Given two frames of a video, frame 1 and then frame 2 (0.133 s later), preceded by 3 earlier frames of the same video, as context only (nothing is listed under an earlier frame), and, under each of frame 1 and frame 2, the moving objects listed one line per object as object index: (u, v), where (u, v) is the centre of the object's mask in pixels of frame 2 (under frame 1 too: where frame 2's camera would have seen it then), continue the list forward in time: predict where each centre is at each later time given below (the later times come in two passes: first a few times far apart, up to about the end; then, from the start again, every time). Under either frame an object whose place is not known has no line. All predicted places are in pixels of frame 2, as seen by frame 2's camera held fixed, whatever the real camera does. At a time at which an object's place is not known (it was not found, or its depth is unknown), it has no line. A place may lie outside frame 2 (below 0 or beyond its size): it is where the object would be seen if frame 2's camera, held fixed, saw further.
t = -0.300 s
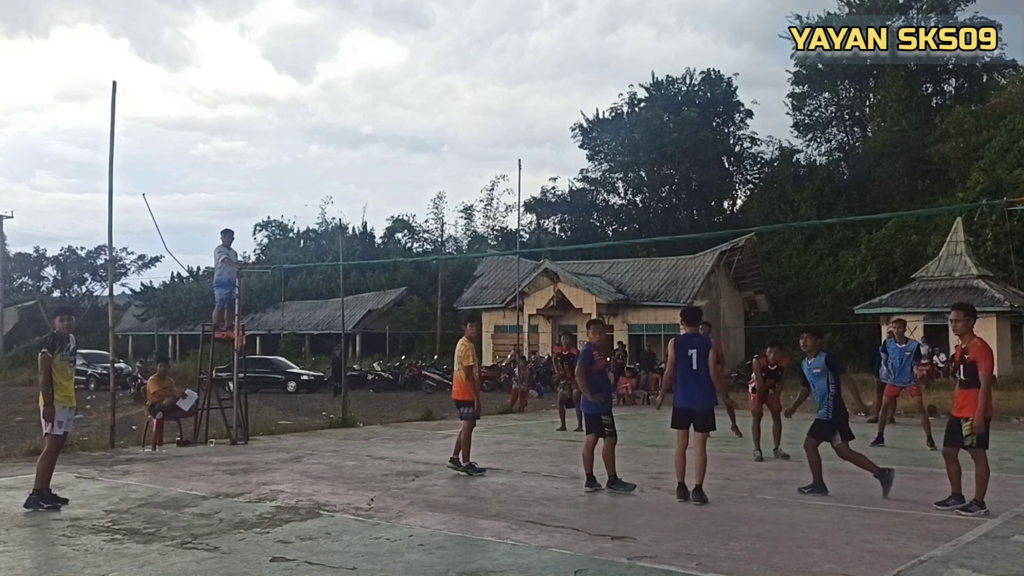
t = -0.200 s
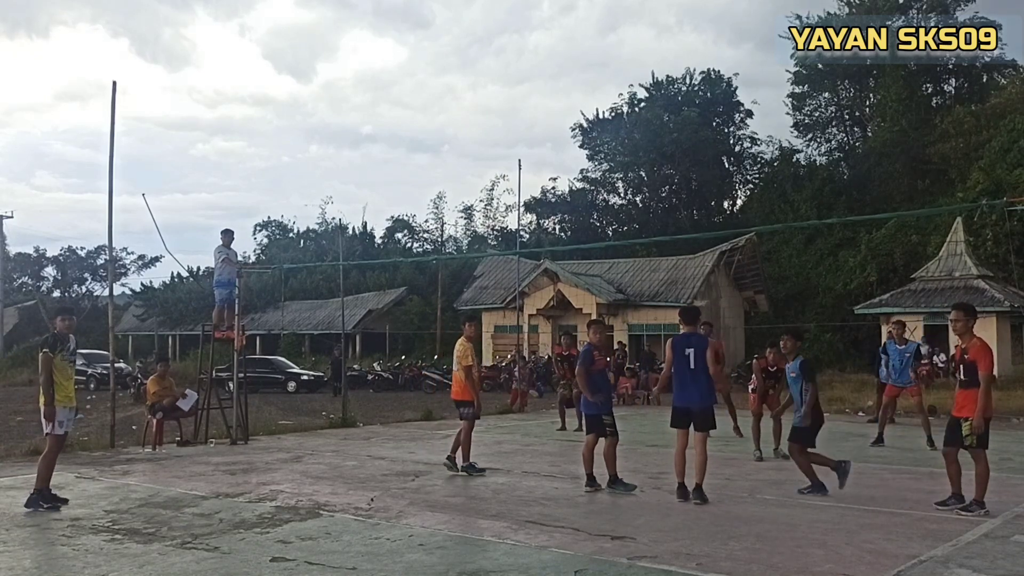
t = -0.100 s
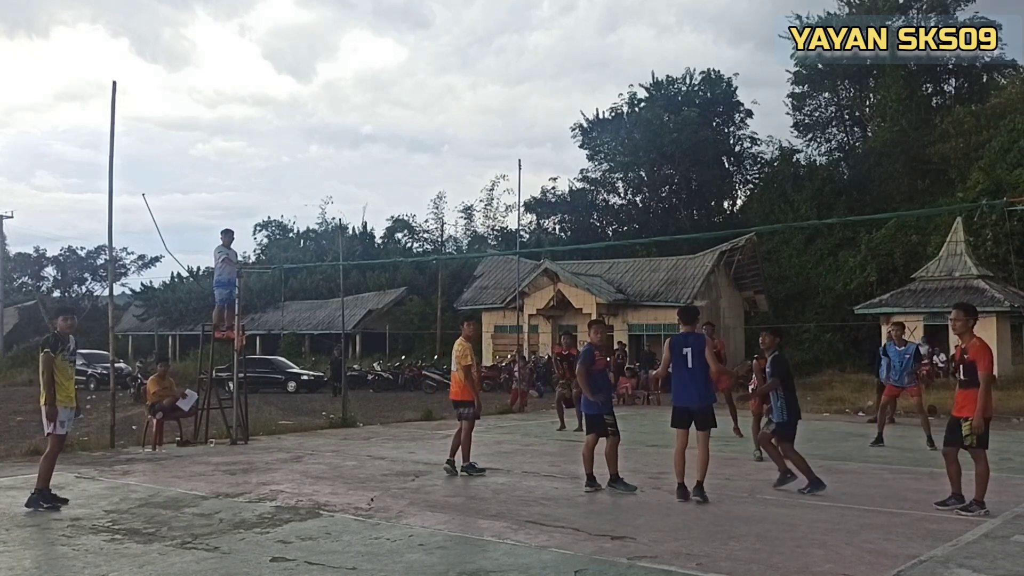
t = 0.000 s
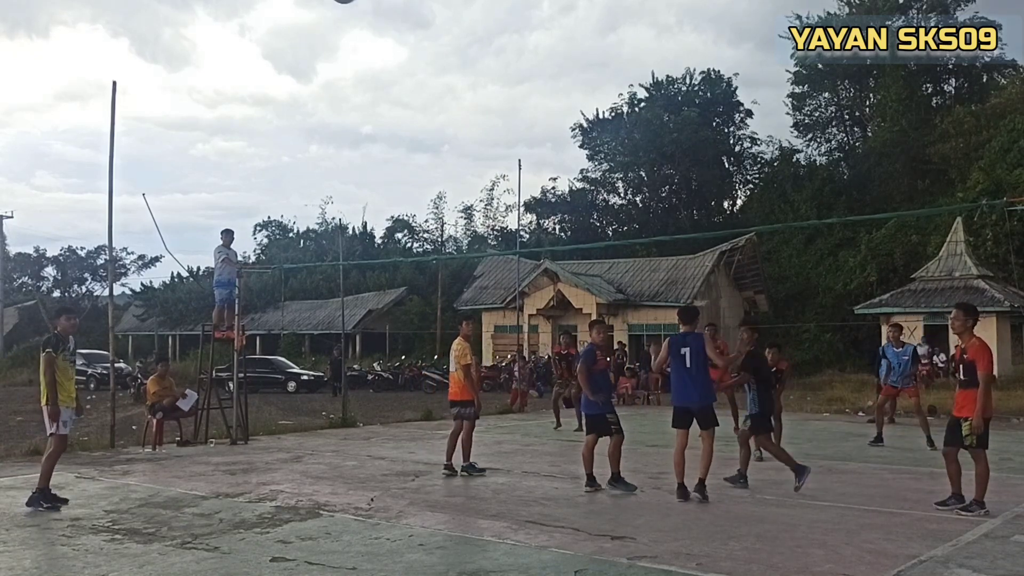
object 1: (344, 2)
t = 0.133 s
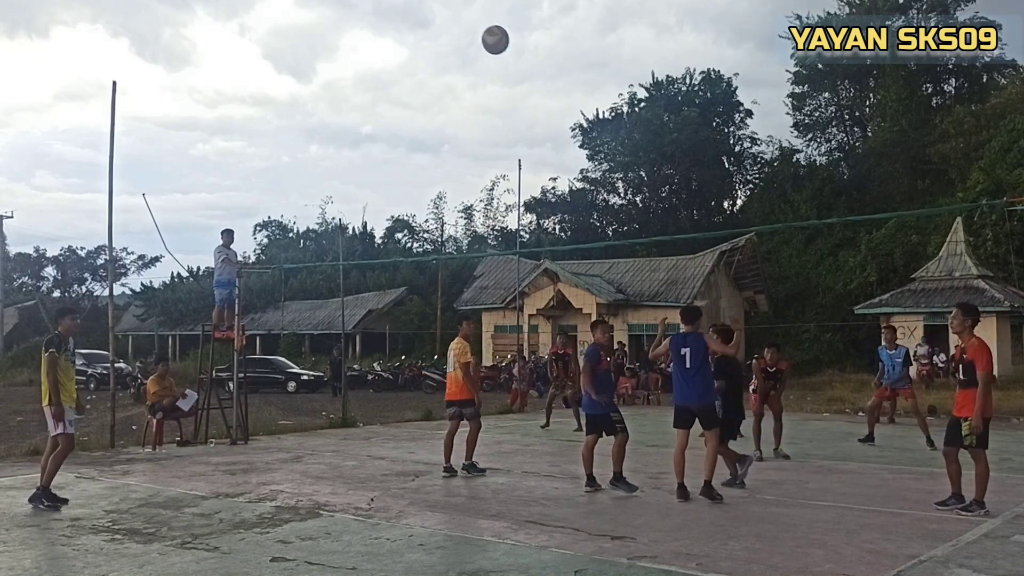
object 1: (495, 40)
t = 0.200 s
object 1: (551, 68)
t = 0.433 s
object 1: (684, 170)
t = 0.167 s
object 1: (524, 54)
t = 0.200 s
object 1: (551, 68)
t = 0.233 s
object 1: (575, 82)
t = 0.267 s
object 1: (597, 97)
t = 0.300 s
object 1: (616, 110)
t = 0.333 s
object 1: (634, 125)
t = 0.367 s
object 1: (652, 140)
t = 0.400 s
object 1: (669, 155)
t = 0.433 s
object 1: (684, 170)
